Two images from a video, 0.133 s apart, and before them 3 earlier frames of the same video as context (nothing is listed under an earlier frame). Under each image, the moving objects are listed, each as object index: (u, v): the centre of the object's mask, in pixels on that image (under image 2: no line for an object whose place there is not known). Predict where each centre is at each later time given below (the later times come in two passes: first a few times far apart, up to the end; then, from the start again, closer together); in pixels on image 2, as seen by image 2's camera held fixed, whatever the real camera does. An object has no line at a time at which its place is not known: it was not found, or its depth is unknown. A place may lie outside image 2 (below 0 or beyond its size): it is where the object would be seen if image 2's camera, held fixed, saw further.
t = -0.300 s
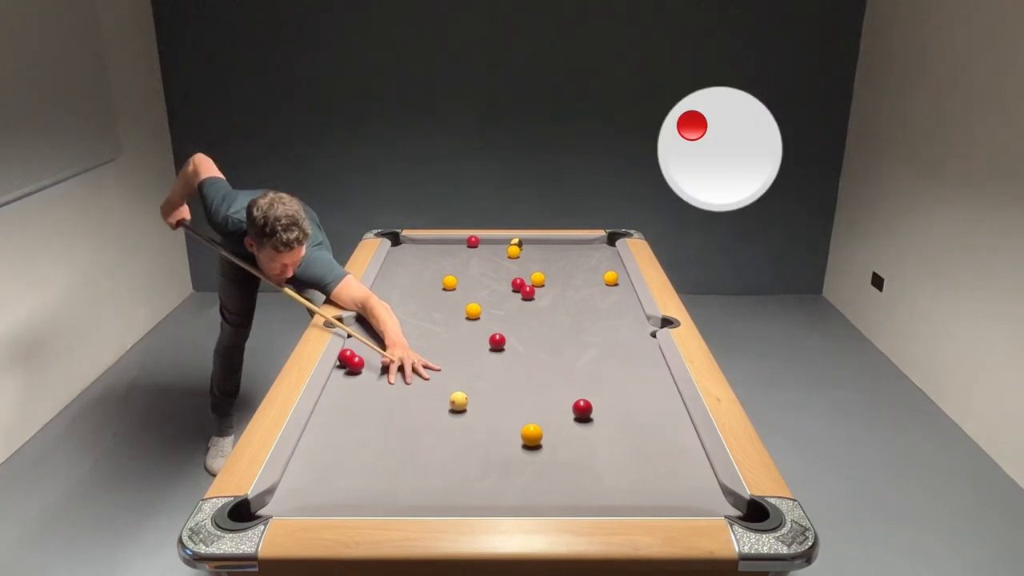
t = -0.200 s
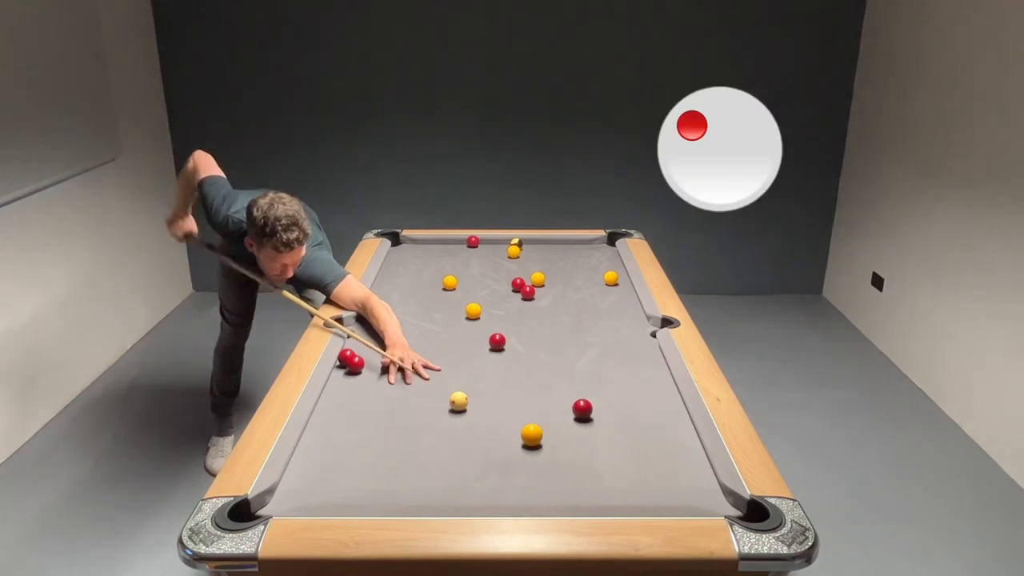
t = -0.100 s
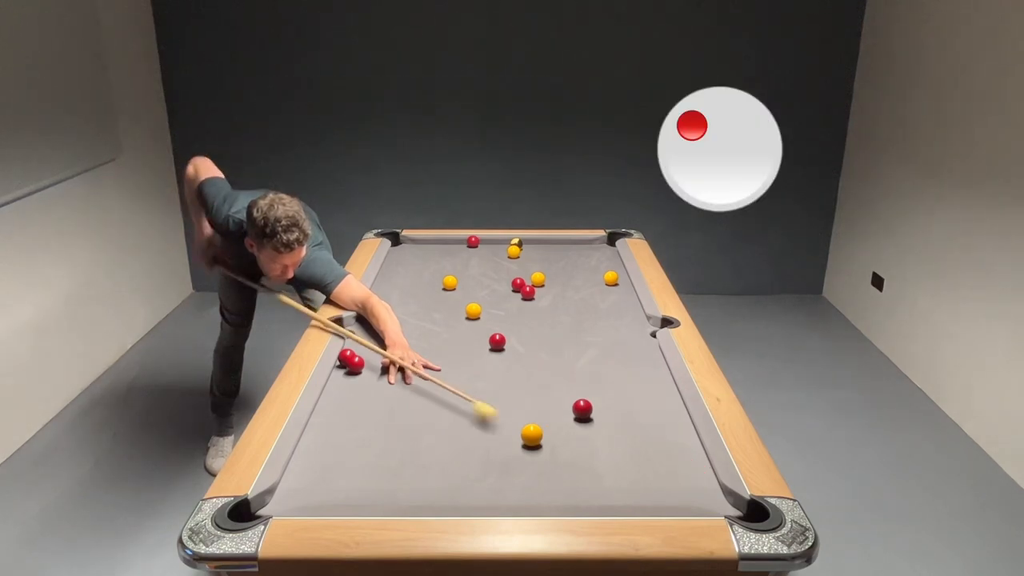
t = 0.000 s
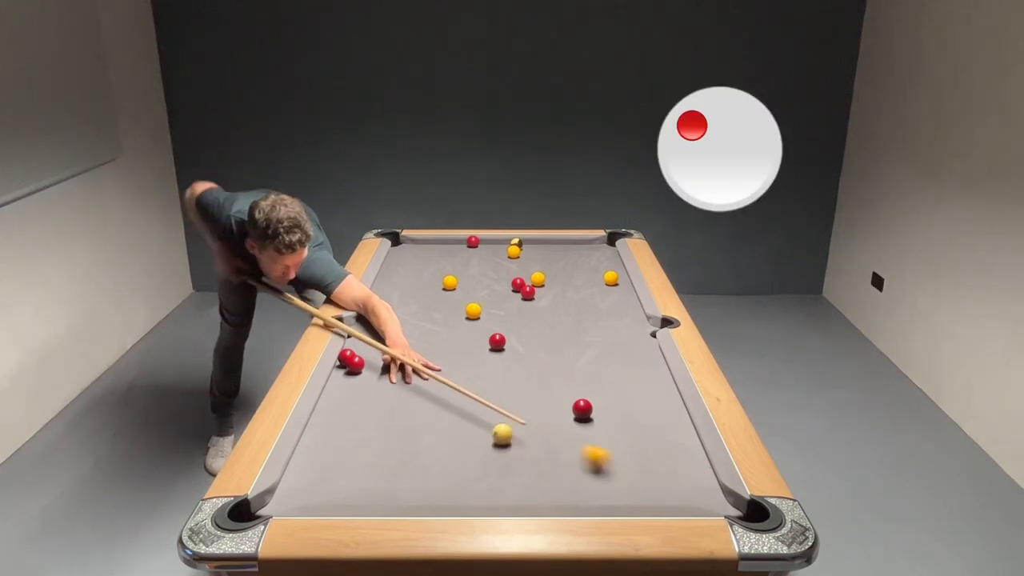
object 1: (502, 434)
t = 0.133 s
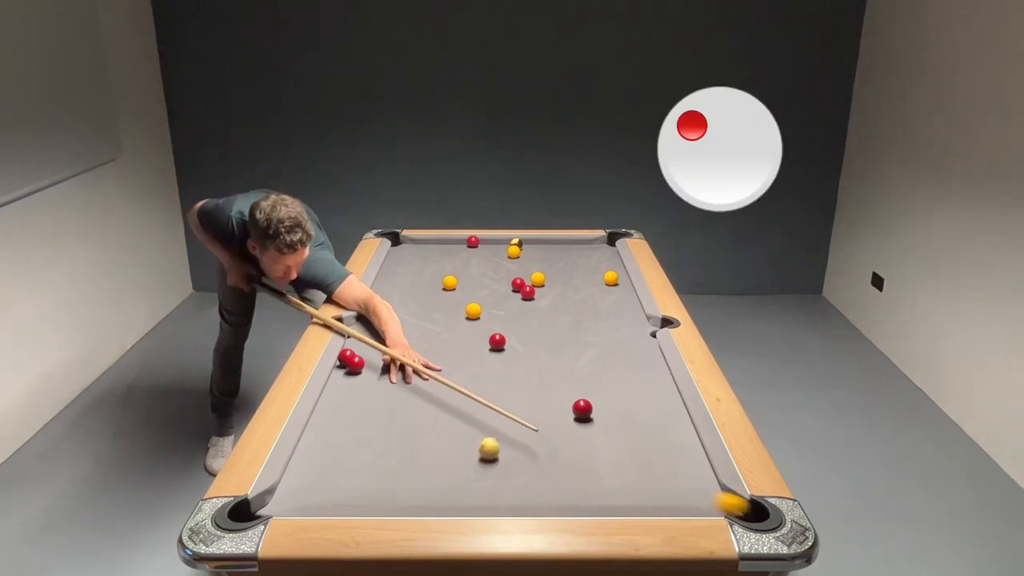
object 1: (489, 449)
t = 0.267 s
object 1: (491, 470)
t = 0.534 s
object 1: (528, 487)
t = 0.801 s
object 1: (571, 455)
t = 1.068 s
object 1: (607, 429)
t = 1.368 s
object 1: (640, 404)
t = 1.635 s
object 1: (665, 387)
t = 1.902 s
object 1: (649, 374)
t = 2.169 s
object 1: (631, 364)
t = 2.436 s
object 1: (615, 356)
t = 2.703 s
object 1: (602, 349)
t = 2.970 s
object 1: (590, 343)
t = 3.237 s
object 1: (581, 339)
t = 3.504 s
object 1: (574, 335)
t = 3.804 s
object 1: (567, 332)
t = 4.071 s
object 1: (563, 331)
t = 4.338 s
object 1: (561, 330)
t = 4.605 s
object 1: (560, 330)
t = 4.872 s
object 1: (560, 330)
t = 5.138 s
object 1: (560, 330)
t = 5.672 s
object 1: (560, 331)
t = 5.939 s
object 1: (560, 331)
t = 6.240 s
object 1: (560, 331)
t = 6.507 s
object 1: (560, 331)
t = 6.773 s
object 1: (560, 331)
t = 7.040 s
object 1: (560, 331)
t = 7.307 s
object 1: (560, 330)
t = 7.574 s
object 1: (560, 330)
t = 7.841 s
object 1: (560, 330)
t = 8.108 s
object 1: (560, 330)
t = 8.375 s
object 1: (560, 330)
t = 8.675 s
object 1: (560, 330)
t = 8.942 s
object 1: (560, 330)
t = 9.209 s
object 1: (560, 330)
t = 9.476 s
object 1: (560, 330)
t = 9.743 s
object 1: (560, 330)
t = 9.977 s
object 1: (560, 330)
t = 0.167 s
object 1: (488, 453)
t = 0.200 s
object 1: (488, 458)
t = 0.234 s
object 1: (489, 464)
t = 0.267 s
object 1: (491, 470)
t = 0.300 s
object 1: (493, 477)
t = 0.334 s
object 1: (497, 483)
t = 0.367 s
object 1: (500, 491)
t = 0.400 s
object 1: (504, 495)
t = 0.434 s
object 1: (509, 497)
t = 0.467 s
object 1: (515, 494)
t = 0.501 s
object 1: (522, 492)
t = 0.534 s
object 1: (528, 487)
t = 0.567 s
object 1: (534, 483)
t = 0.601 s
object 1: (540, 478)
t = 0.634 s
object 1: (545, 474)
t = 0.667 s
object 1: (550, 470)
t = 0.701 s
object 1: (556, 466)
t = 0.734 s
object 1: (561, 463)
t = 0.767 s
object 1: (566, 459)
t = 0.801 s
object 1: (571, 455)
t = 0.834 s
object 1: (576, 451)
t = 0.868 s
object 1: (581, 448)
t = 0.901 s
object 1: (585, 445)
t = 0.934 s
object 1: (590, 442)
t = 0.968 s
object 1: (594, 438)
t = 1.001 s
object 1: (598, 435)
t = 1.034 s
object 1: (603, 432)
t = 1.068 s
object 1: (607, 429)
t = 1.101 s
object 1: (611, 426)
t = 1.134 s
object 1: (615, 423)
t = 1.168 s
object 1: (619, 420)
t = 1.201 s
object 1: (622, 418)
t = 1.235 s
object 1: (626, 415)
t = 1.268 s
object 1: (630, 412)
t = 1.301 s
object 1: (633, 410)
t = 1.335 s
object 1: (637, 407)
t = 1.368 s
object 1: (640, 404)
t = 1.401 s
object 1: (643, 402)
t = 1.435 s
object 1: (646, 400)
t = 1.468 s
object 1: (650, 397)
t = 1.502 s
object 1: (653, 395)
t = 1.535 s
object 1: (656, 393)
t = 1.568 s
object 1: (659, 391)
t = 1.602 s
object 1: (661, 389)
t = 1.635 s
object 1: (665, 387)
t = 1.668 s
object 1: (667, 384)
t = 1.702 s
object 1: (665, 383)
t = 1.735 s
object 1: (662, 381)
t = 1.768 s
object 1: (660, 380)
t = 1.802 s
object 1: (657, 378)
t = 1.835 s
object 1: (655, 377)
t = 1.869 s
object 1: (652, 376)
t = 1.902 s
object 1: (649, 374)
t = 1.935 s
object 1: (647, 373)
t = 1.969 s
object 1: (644, 372)
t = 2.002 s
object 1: (642, 370)
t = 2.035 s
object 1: (640, 369)
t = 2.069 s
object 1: (637, 368)
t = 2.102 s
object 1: (635, 366)
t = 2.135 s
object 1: (633, 366)
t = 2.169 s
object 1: (631, 364)
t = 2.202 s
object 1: (629, 363)
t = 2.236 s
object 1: (627, 362)
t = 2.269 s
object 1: (625, 361)
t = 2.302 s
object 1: (623, 360)
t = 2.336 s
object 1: (621, 359)
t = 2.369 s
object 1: (619, 358)
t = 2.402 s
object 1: (617, 357)
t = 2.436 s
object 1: (615, 356)
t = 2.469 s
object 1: (613, 355)
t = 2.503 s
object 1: (612, 354)
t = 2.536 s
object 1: (610, 353)
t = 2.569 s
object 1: (608, 352)
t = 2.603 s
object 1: (607, 351)
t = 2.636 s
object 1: (605, 350)
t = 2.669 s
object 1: (604, 350)
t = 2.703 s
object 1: (602, 349)
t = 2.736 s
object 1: (600, 348)
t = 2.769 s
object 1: (599, 347)
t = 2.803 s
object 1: (598, 346)
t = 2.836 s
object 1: (596, 346)
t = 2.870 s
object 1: (595, 345)
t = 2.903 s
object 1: (593, 345)
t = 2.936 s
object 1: (592, 344)
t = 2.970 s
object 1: (590, 343)
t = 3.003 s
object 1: (590, 342)
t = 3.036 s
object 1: (588, 342)
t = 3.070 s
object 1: (587, 341)
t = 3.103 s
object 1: (586, 341)
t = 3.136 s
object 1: (585, 340)
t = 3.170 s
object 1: (584, 340)
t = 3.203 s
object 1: (583, 339)
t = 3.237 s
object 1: (581, 339)
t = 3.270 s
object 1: (580, 338)
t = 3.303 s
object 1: (579, 338)
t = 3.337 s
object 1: (578, 337)
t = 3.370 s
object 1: (578, 337)
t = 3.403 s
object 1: (577, 336)
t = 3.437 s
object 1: (576, 336)
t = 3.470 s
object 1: (575, 336)
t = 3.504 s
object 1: (574, 335)
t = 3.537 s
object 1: (573, 335)
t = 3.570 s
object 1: (573, 334)
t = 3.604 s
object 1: (572, 334)
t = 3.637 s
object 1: (571, 334)
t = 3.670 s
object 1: (570, 333)
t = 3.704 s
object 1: (570, 333)
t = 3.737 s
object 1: (569, 333)
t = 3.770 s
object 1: (568, 333)
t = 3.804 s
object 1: (567, 332)
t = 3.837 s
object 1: (567, 332)
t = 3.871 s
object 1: (566, 332)
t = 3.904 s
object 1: (566, 332)
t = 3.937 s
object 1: (565, 332)
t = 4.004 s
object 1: (564, 331)
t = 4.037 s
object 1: (564, 331)
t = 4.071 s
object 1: (563, 331)
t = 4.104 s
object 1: (563, 331)
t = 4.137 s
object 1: (563, 331)
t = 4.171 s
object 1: (562, 331)
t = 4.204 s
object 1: (562, 331)
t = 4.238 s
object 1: (562, 331)
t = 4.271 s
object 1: (562, 331)
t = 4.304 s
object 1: (561, 330)
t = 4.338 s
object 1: (561, 330)
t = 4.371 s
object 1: (561, 330)
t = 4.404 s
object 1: (561, 330)
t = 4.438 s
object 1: (560, 330)
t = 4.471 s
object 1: (560, 330)
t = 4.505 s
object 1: (560, 330)
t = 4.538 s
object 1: (560, 330)
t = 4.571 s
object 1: (560, 330)
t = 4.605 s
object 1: (560, 330)
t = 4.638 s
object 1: (560, 330)
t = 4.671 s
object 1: (560, 330)
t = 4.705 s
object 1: (560, 330)
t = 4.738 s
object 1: (560, 330)
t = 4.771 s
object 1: (560, 330)
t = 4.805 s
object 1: (560, 330)
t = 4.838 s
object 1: (560, 330)
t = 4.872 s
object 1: (560, 330)
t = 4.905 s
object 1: (560, 330)
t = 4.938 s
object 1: (560, 330)
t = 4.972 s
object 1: (560, 330)
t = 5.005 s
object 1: (560, 330)
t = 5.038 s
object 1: (560, 330)
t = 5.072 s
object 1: (560, 330)
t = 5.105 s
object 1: (560, 330)
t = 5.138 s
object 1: (560, 330)
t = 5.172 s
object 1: (560, 330)
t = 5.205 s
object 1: (560, 330)
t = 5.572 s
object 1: (560, 330)
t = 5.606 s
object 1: (560, 331)
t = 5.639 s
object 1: (560, 331)
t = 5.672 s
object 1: (560, 331)
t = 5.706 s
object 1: (560, 331)
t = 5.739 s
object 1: (560, 331)
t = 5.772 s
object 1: (560, 331)
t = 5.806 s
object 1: (560, 331)
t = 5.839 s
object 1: (560, 331)
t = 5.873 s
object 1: (560, 331)
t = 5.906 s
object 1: (560, 331)
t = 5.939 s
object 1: (560, 331)
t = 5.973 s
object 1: (560, 331)
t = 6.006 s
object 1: (560, 331)
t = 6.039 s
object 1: (560, 331)
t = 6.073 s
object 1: (560, 331)
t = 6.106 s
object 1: (560, 331)
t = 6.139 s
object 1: (560, 331)
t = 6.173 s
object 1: (560, 331)
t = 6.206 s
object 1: (560, 331)
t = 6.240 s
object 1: (560, 331)
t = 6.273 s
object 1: (560, 331)
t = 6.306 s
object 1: (560, 331)
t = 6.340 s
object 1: (560, 331)
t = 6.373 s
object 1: (560, 331)
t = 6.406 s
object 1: (560, 331)
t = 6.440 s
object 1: (560, 331)
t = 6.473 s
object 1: (560, 331)
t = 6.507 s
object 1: (560, 331)
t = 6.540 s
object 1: (560, 331)
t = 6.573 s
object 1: (560, 331)
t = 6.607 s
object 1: (560, 331)
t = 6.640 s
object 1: (560, 331)
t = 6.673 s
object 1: (560, 331)
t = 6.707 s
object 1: (560, 331)
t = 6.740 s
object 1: (560, 331)
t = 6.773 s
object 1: (560, 331)
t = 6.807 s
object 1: (560, 331)
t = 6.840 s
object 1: (560, 331)
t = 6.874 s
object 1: (560, 331)
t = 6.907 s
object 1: (560, 331)
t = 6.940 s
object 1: (560, 330)
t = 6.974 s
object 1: (560, 331)
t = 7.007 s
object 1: (560, 331)
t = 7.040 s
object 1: (560, 331)
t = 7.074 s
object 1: (560, 331)
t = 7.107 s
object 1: (560, 331)
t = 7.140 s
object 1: (560, 331)
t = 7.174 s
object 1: (560, 331)
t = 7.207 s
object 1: (560, 330)
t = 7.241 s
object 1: (560, 330)
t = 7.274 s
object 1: (560, 331)
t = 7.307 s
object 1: (560, 330)
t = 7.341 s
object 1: (560, 330)
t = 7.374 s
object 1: (560, 330)
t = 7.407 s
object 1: (560, 330)
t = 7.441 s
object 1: (560, 330)
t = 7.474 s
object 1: (560, 330)
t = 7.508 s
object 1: (560, 330)
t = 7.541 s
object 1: (560, 330)
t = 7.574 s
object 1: (560, 330)
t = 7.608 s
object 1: (560, 330)
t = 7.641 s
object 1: (560, 330)
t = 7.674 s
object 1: (560, 330)
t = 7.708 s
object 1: (560, 330)
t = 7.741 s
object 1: (560, 330)
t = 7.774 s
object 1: (560, 330)
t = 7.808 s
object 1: (560, 330)
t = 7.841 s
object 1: (560, 330)
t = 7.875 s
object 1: (560, 330)
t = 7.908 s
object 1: (560, 330)
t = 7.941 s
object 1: (560, 330)
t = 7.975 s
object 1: (560, 330)
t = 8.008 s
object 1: (560, 330)
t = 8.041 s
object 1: (560, 330)
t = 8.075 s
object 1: (560, 330)
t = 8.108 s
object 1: (560, 330)
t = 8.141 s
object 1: (560, 330)
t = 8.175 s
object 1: (560, 330)
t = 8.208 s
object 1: (560, 330)
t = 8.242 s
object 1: (560, 330)
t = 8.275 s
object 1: (560, 330)
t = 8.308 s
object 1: (560, 330)
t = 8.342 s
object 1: (560, 330)
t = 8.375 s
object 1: (560, 330)
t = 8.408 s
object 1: (560, 330)
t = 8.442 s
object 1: (560, 330)
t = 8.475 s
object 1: (560, 330)
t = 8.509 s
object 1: (560, 330)
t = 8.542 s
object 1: (560, 330)
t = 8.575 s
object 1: (560, 330)
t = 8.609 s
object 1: (560, 330)
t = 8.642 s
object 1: (560, 330)
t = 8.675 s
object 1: (560, 330)
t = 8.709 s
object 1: (560, 330)
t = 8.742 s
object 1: (560, 330)
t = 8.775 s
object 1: (560, 330)
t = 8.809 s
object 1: (560, 330)
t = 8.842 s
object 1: (560, 330)
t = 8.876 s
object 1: (560, 330)
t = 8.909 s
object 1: (560, 330)
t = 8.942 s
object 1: (560, 330)
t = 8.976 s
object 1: (560, 330)
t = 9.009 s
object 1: (560, 330)
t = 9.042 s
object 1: (560, 330)
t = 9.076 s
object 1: (560, 330)
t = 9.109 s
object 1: (560, 330)
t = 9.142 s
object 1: (560, 330)
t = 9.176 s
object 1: (560, 330)
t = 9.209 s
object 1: (560, 330)
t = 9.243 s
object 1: (560, 330)
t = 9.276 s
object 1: (560, 330)
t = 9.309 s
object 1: (560, 330)
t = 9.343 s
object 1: (560, 330)
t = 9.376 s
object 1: (560, 330)
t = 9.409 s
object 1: (560, 330)
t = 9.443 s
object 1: (560, 330)
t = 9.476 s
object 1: (560, 330)
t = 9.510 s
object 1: (560, 330)
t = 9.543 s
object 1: (560, 330)
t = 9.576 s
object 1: (560, 330)
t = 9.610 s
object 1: (560, 330)
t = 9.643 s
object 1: (560, 330)
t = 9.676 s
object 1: (560, 330)
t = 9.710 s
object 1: (560, 330)
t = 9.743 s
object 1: (560, 330)
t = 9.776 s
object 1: (560, 330)
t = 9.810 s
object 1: (560, 330)
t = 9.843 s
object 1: (560, 330)
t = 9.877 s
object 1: (560, 330)
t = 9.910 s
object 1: (560, 330)
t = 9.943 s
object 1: (560, 330)
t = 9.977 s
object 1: (560, 330)
